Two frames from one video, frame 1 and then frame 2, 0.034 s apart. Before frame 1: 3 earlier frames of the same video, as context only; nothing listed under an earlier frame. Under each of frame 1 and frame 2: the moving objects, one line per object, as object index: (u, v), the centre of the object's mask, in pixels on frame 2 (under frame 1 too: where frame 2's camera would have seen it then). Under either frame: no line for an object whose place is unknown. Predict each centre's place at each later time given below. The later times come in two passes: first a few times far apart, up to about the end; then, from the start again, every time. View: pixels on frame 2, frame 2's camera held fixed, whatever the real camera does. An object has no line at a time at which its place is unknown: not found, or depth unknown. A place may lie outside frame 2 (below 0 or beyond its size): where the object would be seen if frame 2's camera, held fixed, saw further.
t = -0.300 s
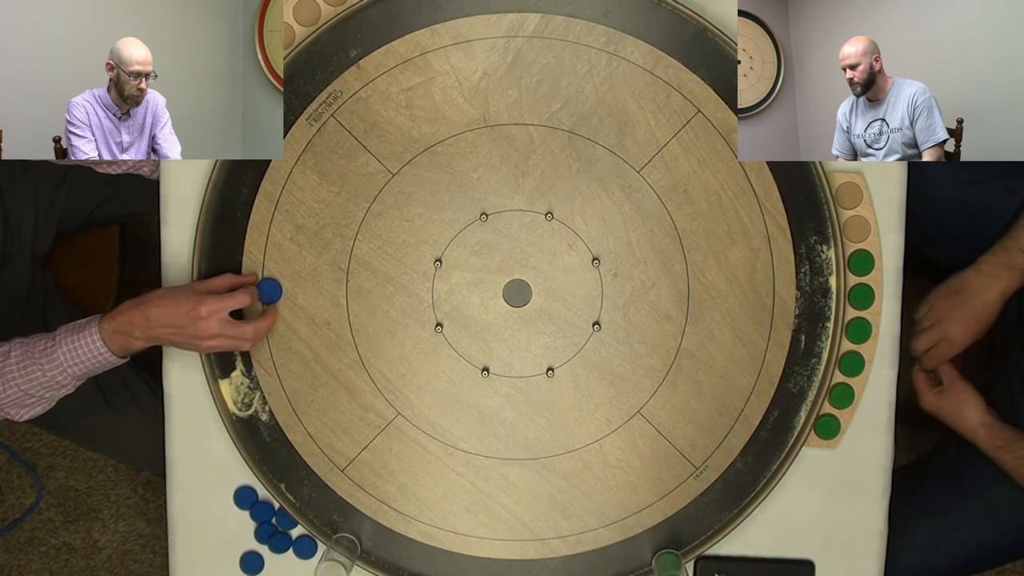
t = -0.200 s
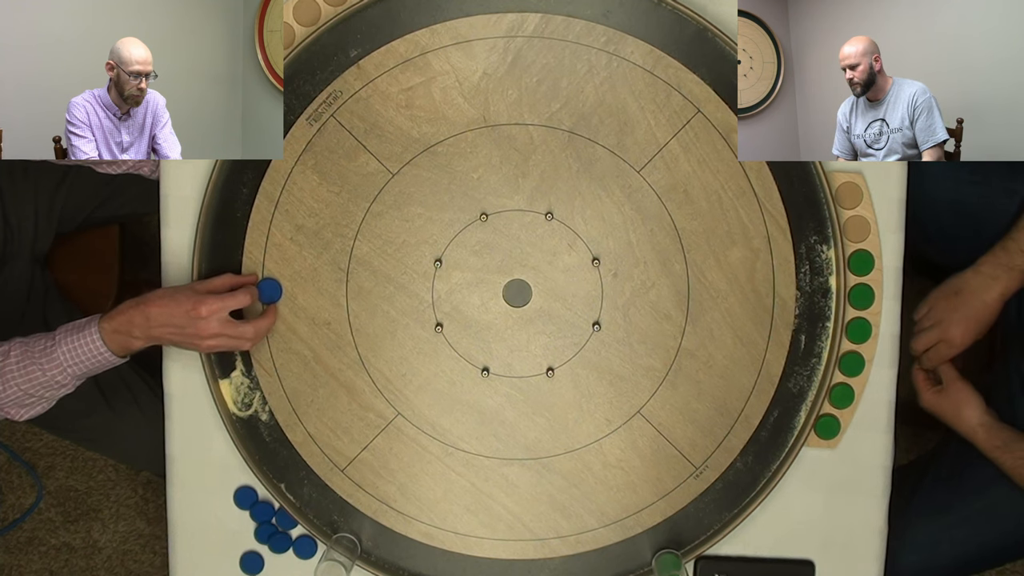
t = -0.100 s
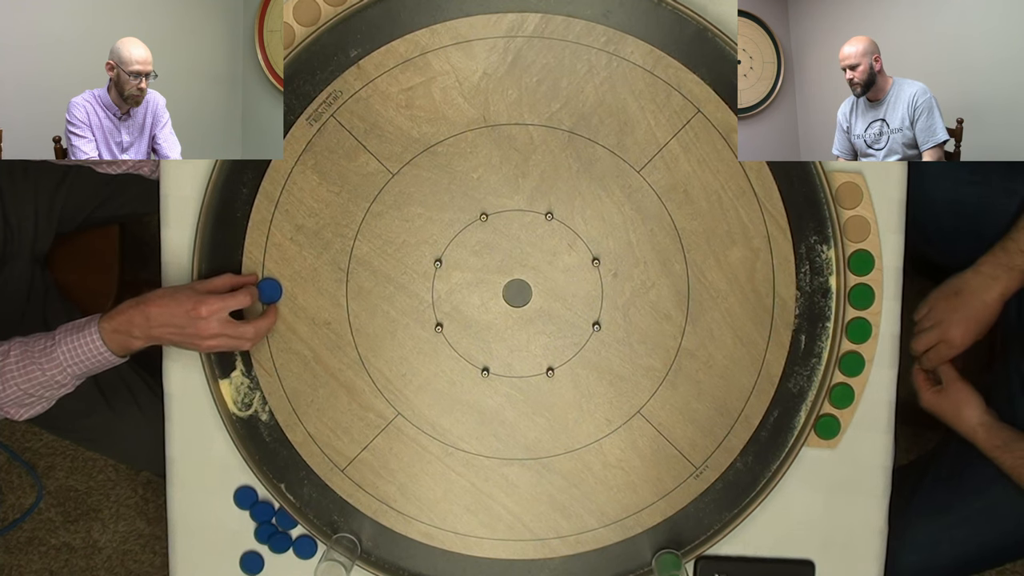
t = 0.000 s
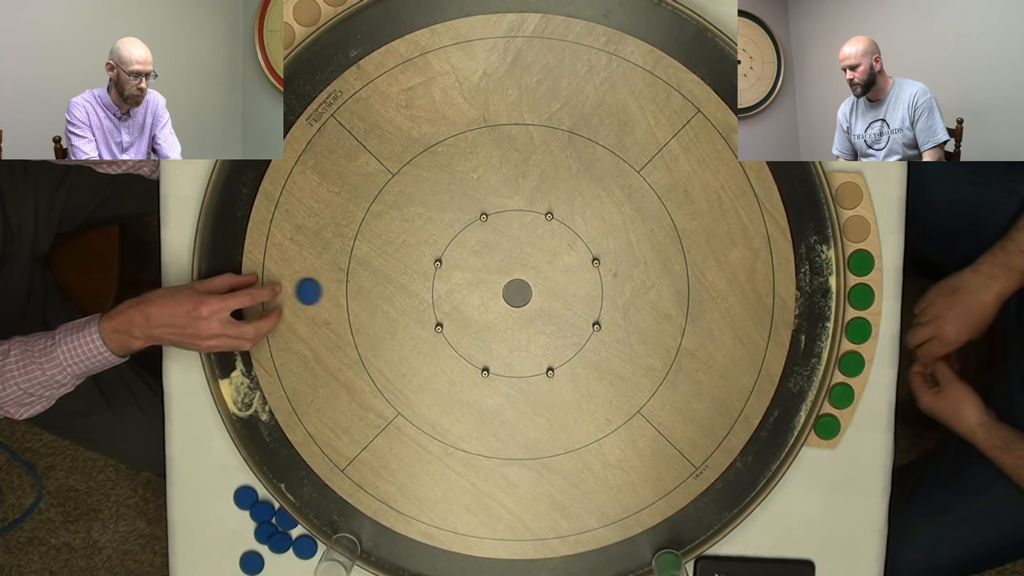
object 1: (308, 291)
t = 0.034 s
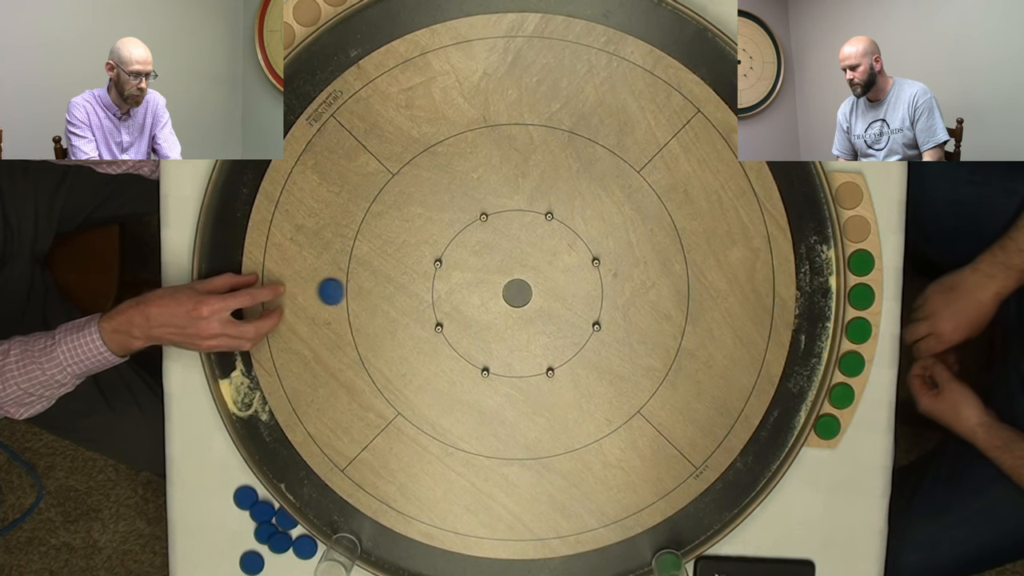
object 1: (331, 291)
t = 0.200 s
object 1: (425, 292)
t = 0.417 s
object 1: (491, 292)
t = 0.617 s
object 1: (498, 292)
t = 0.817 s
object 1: (498, 292)
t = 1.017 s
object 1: (498, 292)
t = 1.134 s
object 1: (498, 292)
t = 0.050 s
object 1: (342, 291)
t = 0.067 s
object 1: (353, 291)
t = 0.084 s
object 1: (363, 291)
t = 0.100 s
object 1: (373, 291)
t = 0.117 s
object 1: (382, 291)
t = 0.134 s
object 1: (391, 292)
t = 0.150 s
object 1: (400, 292)
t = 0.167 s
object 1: (408, 292)
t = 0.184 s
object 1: (417, 292)
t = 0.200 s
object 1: (425, 292)
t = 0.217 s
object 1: (432, 292)
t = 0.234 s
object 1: (439, 292)
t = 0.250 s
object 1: (446, 292)
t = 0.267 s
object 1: (452, 292)
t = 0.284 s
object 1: (458, 292)
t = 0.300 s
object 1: (464, 292)
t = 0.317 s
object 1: (469, 292)
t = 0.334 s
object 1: (474, 292)
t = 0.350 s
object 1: (478, 292)
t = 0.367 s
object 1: (482, 292)
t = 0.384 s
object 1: (485, 292)
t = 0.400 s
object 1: (488, 292)
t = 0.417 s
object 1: (491, 292)
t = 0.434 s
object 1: (493, 292)
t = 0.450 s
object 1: (495, 292)
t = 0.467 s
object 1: (496, 292)
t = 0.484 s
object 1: (497, 292)
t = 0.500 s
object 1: (497, 292)
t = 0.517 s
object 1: (498, 292)
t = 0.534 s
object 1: (498, 292)
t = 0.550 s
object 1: (498, 292)
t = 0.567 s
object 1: (498, 292)
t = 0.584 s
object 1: (498, 292)
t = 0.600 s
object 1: (498, 292)
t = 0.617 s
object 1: (498, 292)
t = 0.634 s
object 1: (498, 292)
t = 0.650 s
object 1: (498, 292)
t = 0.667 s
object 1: (498, 292)
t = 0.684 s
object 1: (498, 292)
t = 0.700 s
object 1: (498, 292)
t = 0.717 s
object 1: (498, 292)
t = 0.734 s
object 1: (498, 292)
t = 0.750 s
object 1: (498, 292)
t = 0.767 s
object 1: (498, 292)
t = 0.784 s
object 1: (498, 292)
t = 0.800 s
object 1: (498, 292)
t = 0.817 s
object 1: (498, 292)
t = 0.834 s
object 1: (498, 292)
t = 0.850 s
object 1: (498, 292)
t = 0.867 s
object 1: (498, 292)
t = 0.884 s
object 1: (498, 292)
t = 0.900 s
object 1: (498, 292)
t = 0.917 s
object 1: (498, 292)
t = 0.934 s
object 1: (498, 292)
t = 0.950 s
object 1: (498, 292)
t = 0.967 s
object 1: (498, 292)
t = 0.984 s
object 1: (498, 292)
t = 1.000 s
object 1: (498, 292)
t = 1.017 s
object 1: (498, 292)
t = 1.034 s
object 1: (498, 292)
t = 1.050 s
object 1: (498, 292)
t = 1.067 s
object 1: (498, 292)
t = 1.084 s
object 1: (498, 292)
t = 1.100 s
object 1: (498, 292)
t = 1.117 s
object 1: (498, 292)
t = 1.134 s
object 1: (498, 292)
